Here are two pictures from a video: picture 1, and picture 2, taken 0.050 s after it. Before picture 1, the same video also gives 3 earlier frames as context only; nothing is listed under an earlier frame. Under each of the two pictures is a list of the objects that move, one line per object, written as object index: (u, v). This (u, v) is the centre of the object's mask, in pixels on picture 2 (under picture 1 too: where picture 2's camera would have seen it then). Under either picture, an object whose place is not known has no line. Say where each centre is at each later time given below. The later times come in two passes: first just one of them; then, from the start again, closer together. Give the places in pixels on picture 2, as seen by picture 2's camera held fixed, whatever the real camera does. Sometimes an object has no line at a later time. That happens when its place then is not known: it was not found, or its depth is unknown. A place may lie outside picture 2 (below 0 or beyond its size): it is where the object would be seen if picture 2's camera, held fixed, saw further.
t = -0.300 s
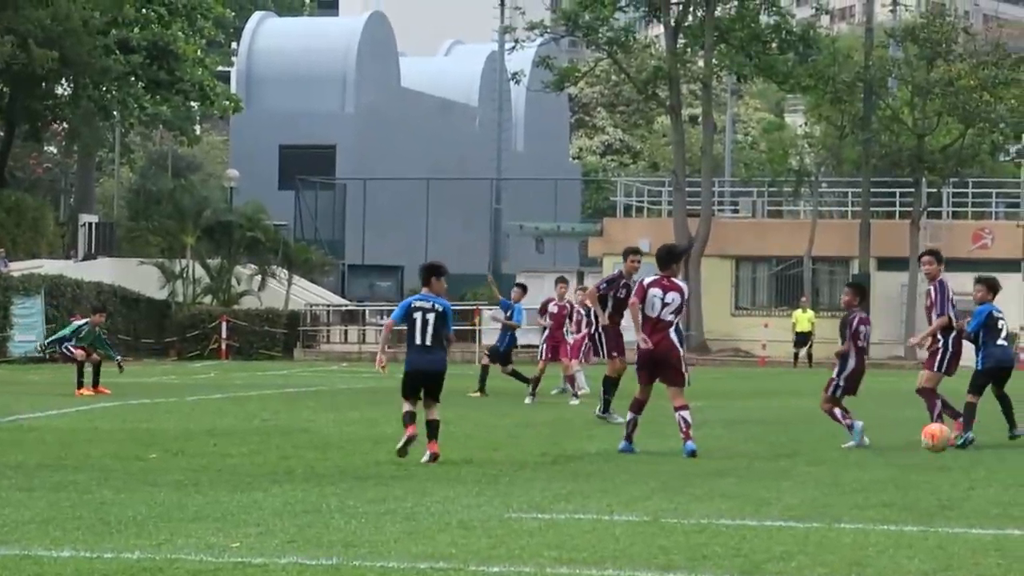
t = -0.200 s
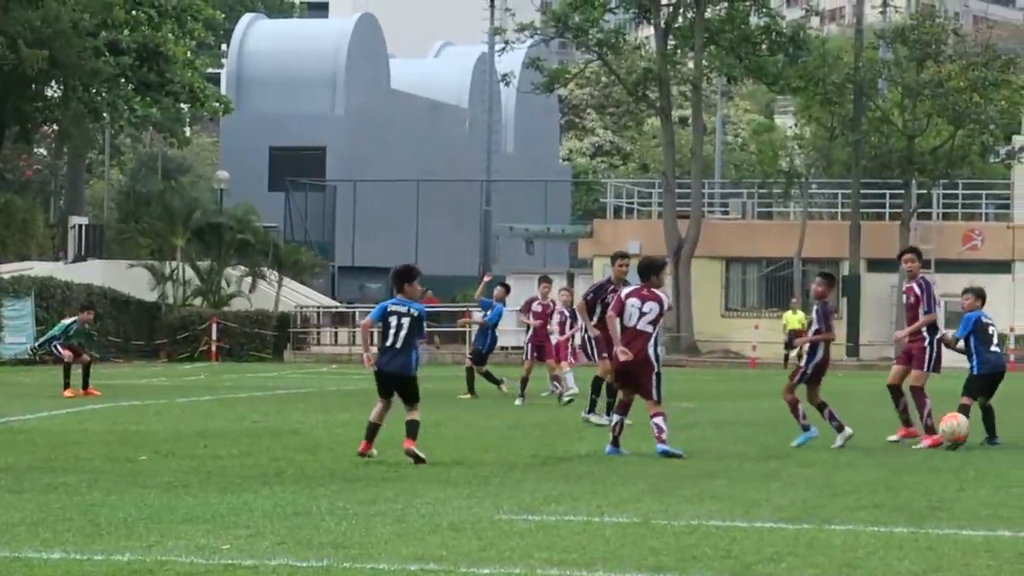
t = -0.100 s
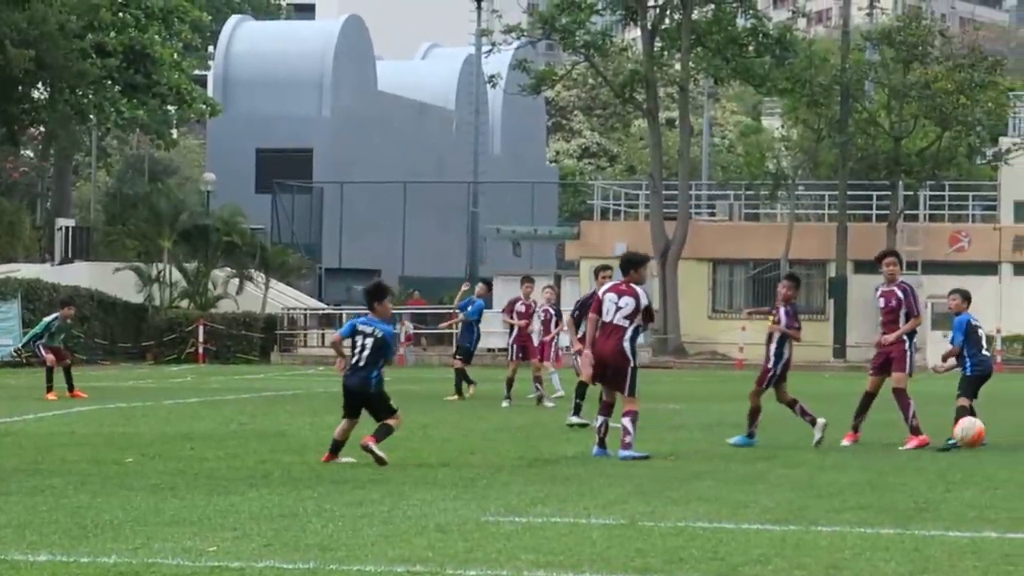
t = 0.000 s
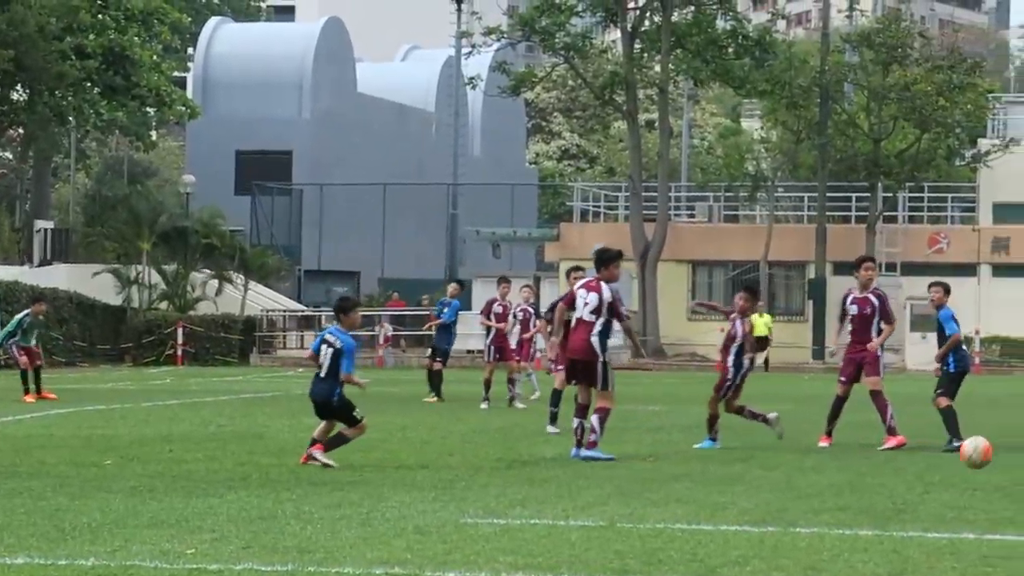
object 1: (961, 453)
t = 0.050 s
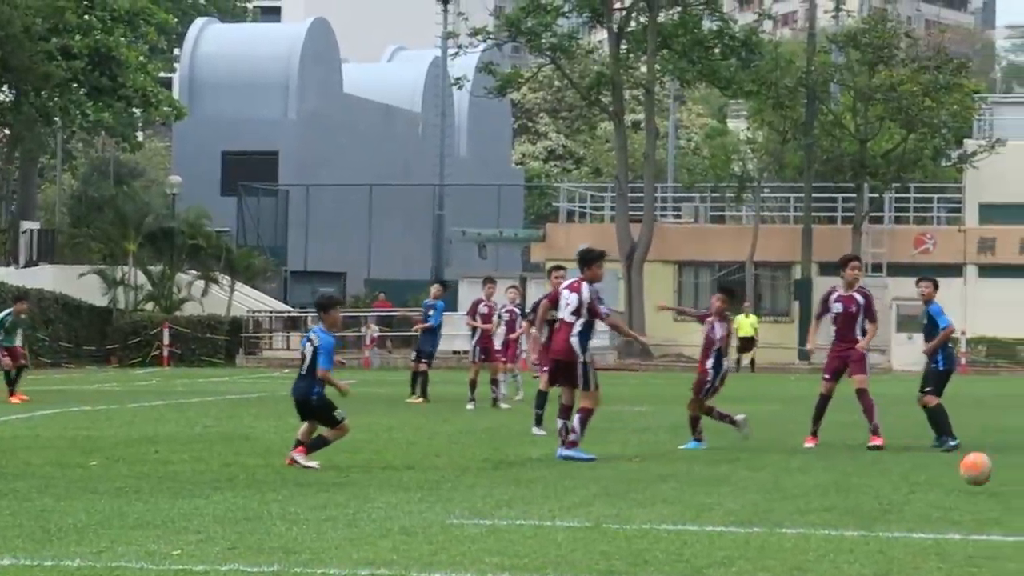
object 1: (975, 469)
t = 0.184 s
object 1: (1019, 469)
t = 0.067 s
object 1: (981, 475)
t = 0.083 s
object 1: (986, 480)
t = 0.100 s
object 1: (991, 481)
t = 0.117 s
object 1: (996, 479)
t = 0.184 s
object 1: (1019, 469)
